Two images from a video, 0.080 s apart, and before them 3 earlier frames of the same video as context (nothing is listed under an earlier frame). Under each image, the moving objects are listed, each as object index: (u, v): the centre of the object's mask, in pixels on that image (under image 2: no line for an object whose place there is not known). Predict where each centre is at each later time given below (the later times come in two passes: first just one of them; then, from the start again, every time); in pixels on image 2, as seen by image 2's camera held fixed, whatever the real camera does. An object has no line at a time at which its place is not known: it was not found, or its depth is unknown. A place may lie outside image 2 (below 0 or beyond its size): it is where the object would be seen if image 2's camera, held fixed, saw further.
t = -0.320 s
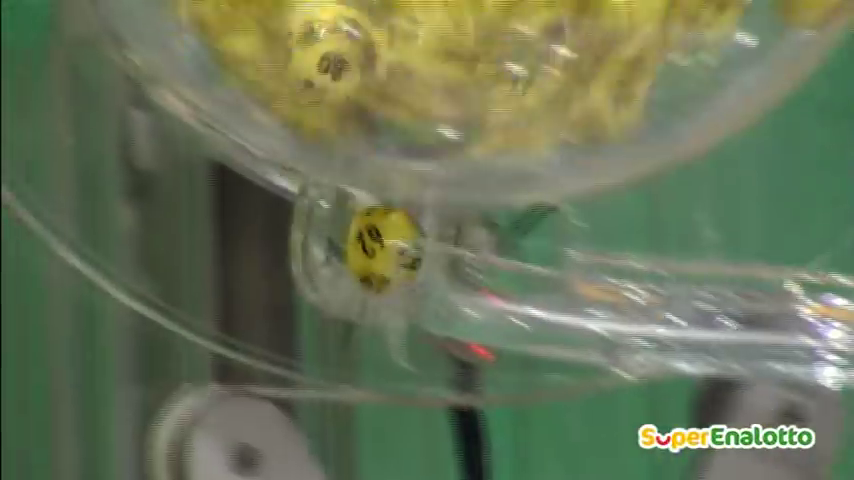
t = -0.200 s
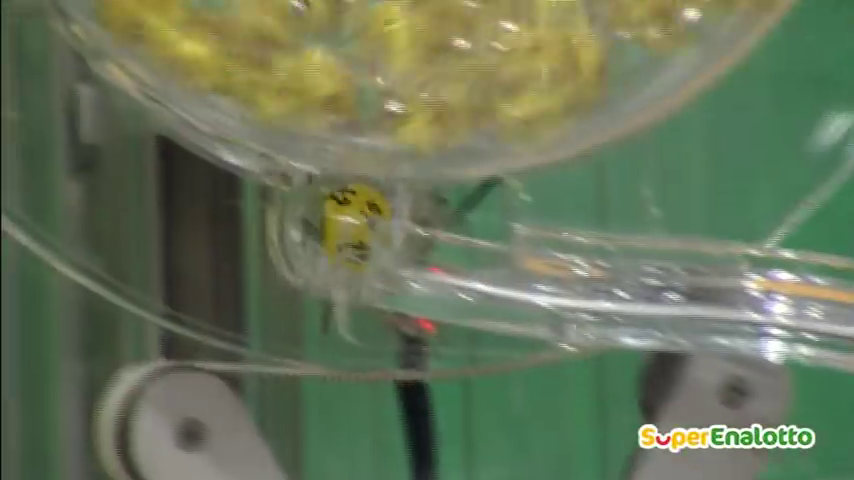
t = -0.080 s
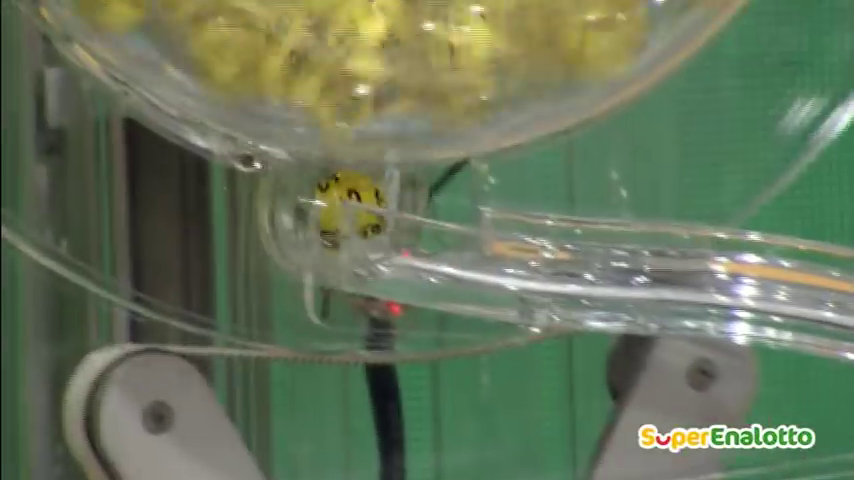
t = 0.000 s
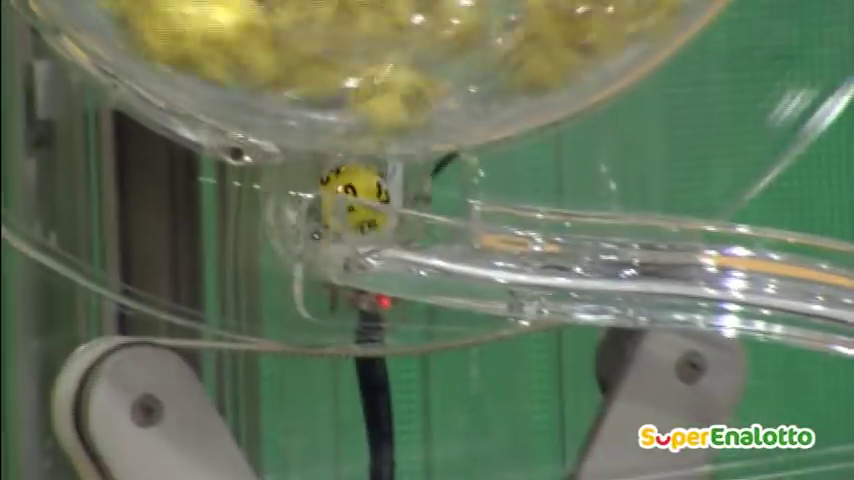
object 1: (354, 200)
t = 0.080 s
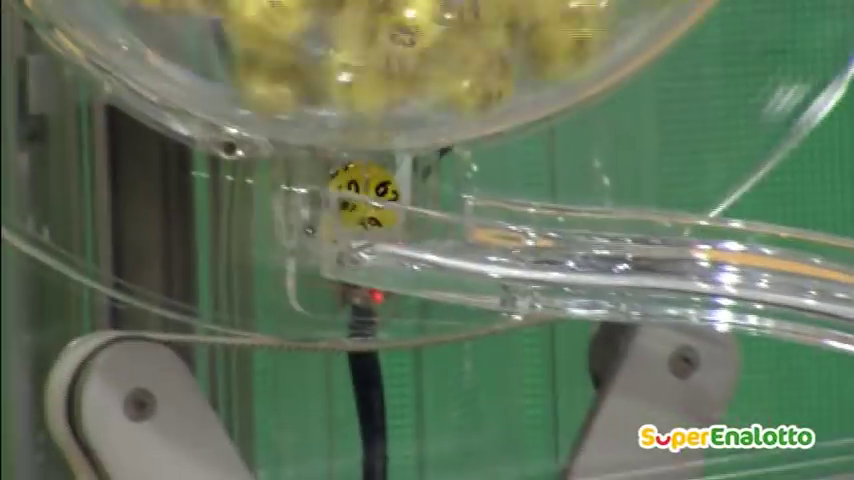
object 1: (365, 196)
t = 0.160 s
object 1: (382, 198)
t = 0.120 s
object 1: (373, 197)
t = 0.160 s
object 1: (382, 198)
